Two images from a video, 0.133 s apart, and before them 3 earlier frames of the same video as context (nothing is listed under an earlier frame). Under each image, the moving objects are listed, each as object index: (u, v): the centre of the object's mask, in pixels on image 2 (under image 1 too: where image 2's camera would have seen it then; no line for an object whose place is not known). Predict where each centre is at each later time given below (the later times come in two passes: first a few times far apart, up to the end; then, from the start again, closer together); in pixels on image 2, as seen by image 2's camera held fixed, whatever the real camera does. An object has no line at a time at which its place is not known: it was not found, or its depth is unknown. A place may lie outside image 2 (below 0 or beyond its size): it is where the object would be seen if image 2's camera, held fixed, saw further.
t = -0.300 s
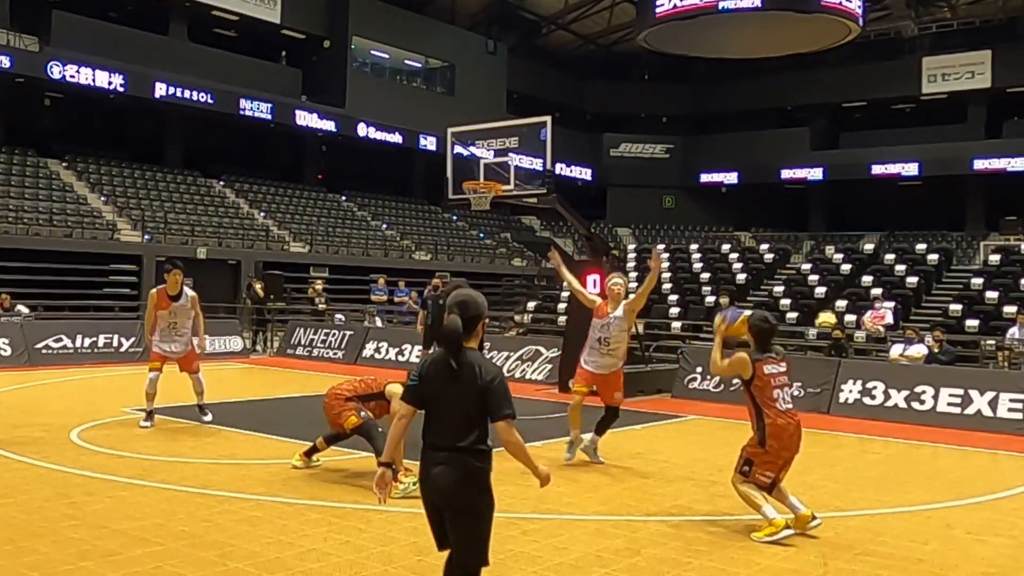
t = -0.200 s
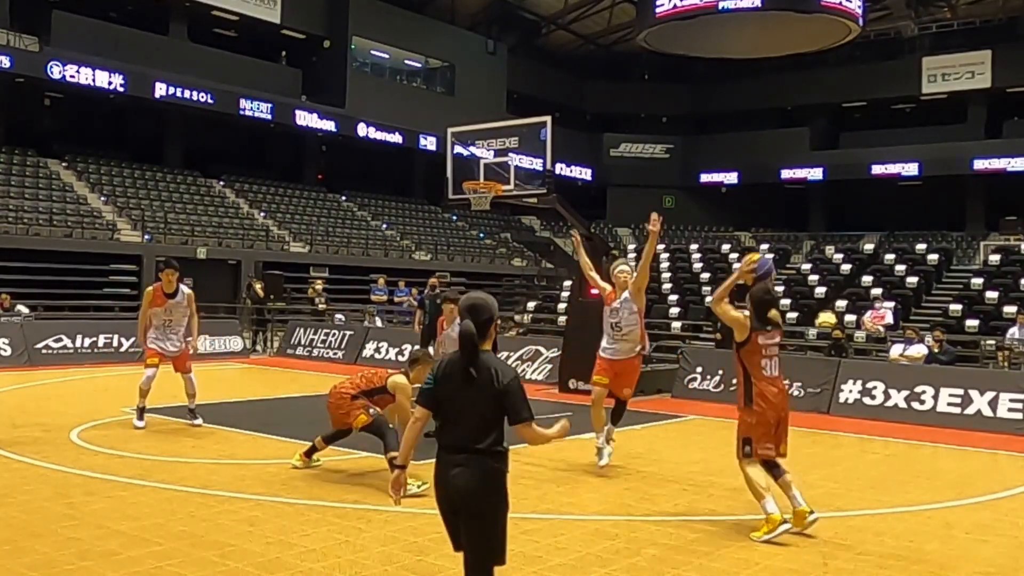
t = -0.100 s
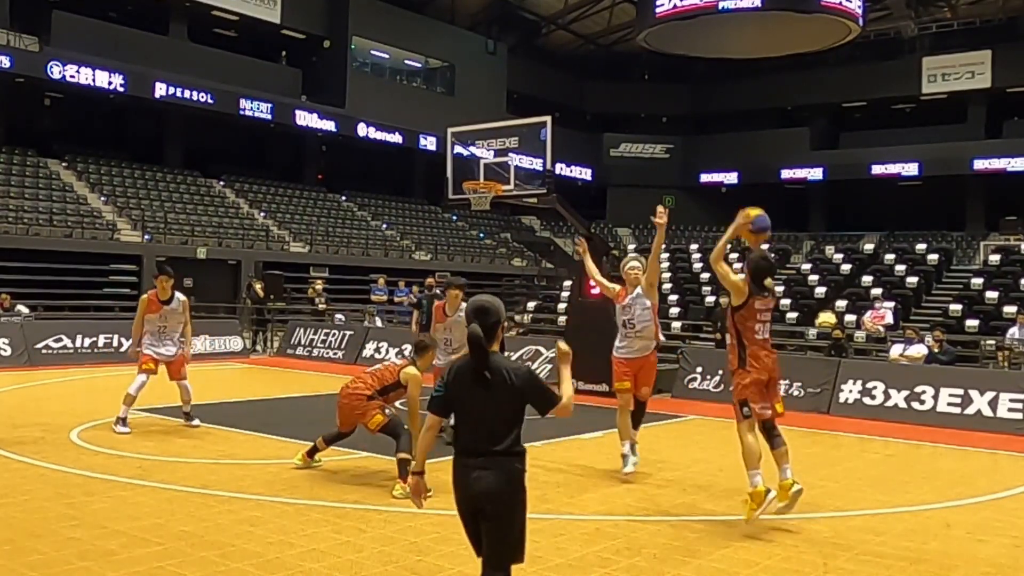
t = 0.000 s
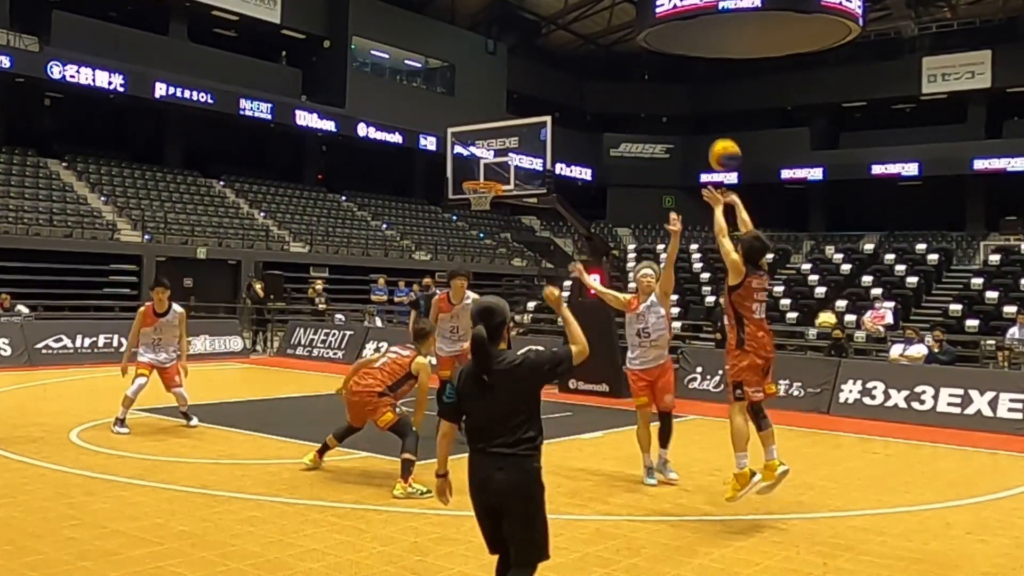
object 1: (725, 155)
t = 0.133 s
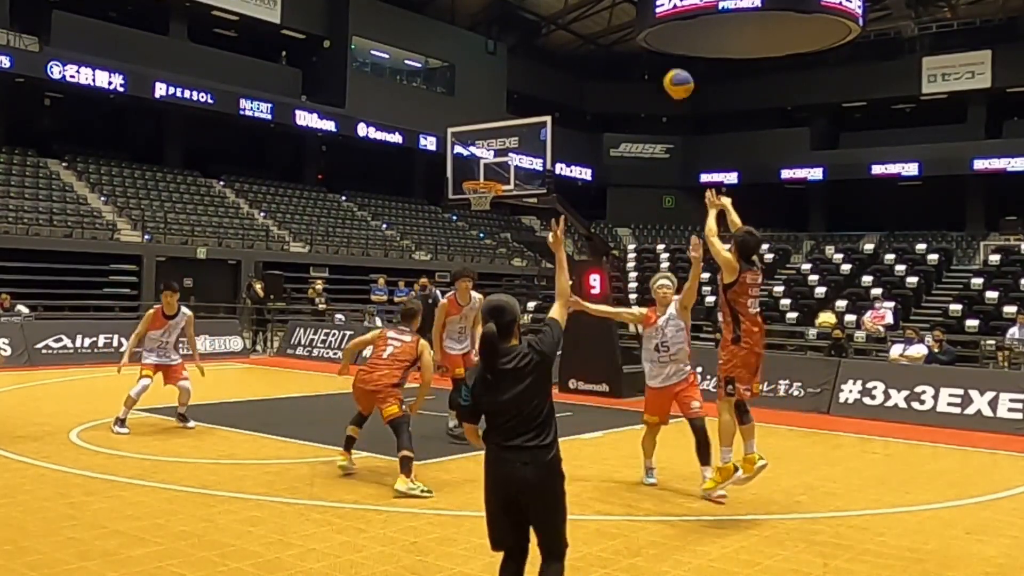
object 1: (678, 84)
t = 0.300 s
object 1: (632, 36)
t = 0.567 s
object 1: (575, 26)
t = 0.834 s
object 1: (529, 72)
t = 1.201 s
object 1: (479, 189)
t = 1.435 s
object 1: (476, 194)
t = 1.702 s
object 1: (479, 206)
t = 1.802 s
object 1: (480, 221)
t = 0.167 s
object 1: (668, 71)
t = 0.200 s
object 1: (658, 60)
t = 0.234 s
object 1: (649, 50)
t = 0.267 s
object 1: (641, 42)
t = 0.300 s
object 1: (632, 36)
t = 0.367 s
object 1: (616, 27)
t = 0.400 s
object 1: (608, 24)
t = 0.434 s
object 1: (601, 22)
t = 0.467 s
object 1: (594, 21)
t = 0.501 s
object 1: (588, 21)
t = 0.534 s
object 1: (581, 24)
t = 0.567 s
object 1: (575, 26)
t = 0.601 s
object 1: (568, 29)
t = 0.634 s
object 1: (562, 33)
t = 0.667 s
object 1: (556, 37)
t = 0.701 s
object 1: (551, 43)
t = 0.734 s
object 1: (545, 49)
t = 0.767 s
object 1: (540, 56)
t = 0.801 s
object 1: (535, 64)
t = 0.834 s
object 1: (529, 72)
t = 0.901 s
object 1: (520, 90)
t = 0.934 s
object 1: (515, 100)
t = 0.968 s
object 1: (510, 110)
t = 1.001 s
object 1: (505, 121)
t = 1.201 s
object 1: (479, 189)
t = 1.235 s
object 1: (478, 192)
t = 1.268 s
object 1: (479, 192)
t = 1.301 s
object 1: (479, 192)
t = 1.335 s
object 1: (478, 193)
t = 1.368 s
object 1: (478, 193)
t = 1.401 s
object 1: (477, 195)
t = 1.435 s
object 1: (476, 194)
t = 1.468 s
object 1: (475, 197)
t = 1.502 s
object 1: (475, 199)
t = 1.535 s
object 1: (476, 199)
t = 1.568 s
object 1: (477, 200)
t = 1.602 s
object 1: (477, 201)
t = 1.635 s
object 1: (478, 202)
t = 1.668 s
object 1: (478, 203)
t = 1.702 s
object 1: (479, 206)
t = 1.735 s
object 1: (479, 212)
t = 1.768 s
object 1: (479, 215)
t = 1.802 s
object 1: (480, 221)
